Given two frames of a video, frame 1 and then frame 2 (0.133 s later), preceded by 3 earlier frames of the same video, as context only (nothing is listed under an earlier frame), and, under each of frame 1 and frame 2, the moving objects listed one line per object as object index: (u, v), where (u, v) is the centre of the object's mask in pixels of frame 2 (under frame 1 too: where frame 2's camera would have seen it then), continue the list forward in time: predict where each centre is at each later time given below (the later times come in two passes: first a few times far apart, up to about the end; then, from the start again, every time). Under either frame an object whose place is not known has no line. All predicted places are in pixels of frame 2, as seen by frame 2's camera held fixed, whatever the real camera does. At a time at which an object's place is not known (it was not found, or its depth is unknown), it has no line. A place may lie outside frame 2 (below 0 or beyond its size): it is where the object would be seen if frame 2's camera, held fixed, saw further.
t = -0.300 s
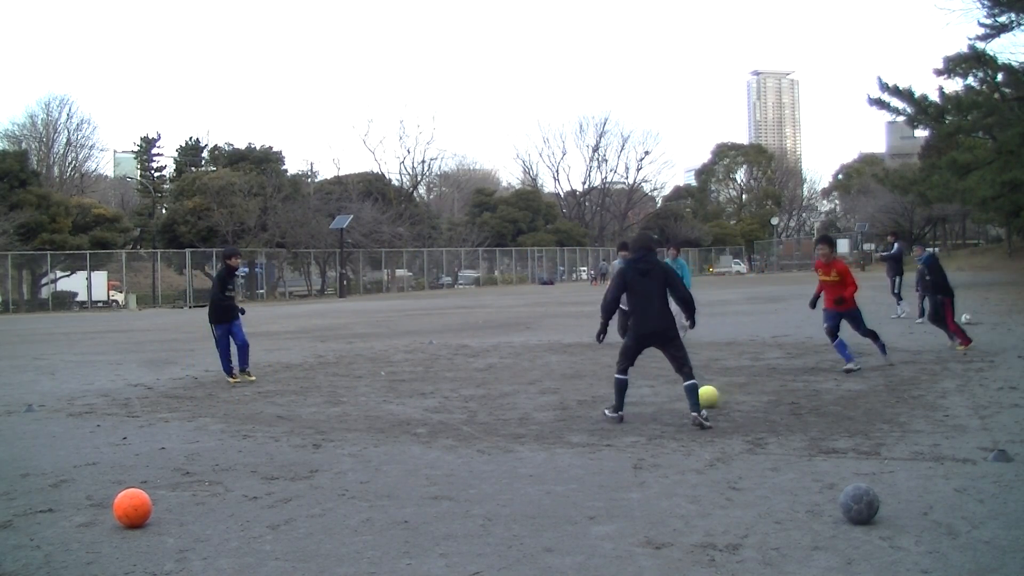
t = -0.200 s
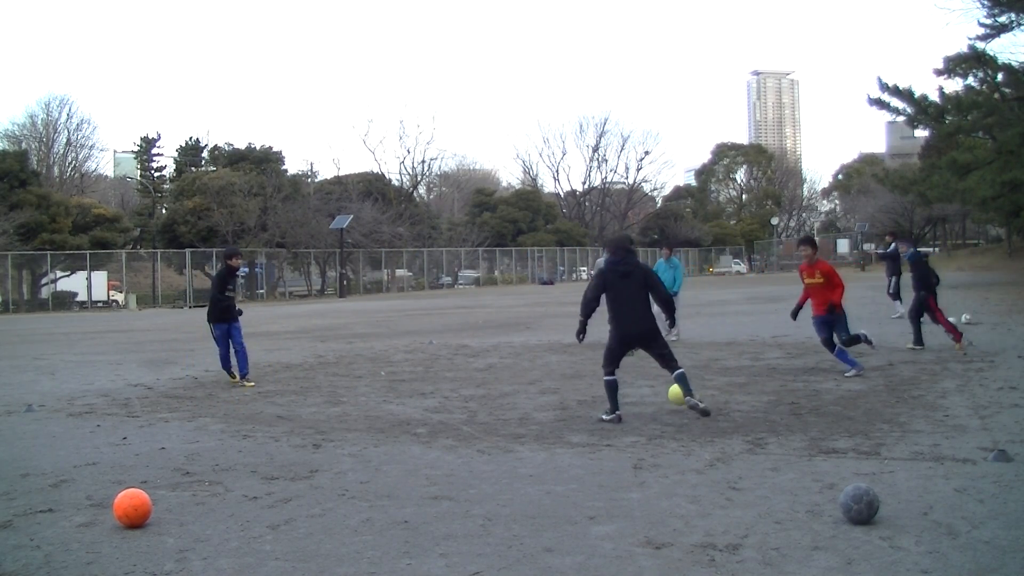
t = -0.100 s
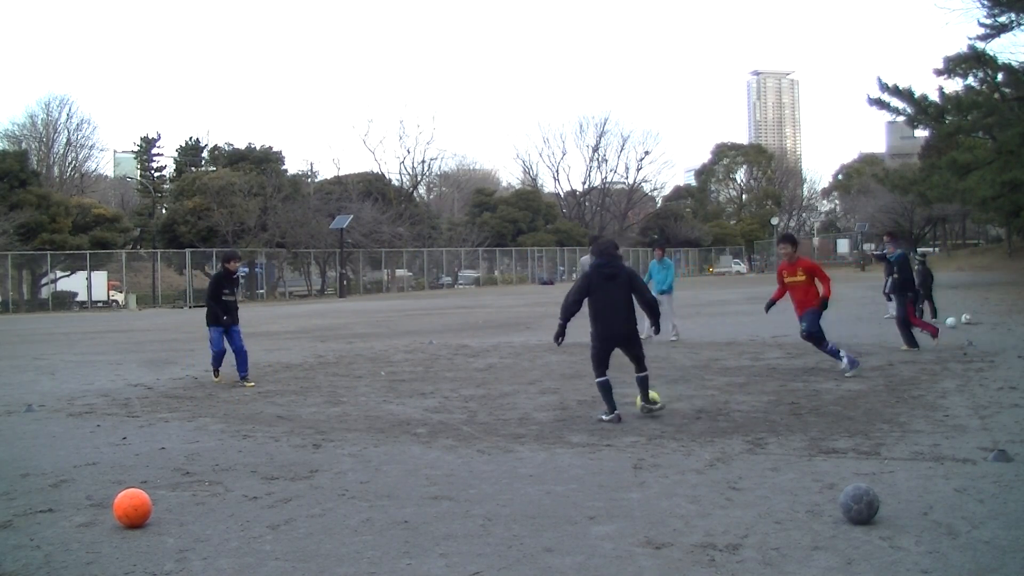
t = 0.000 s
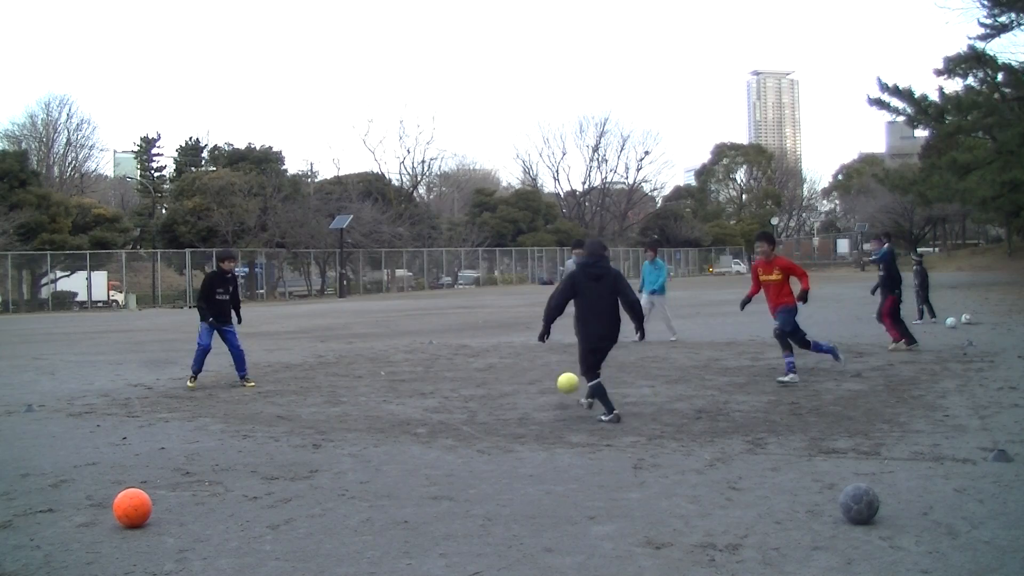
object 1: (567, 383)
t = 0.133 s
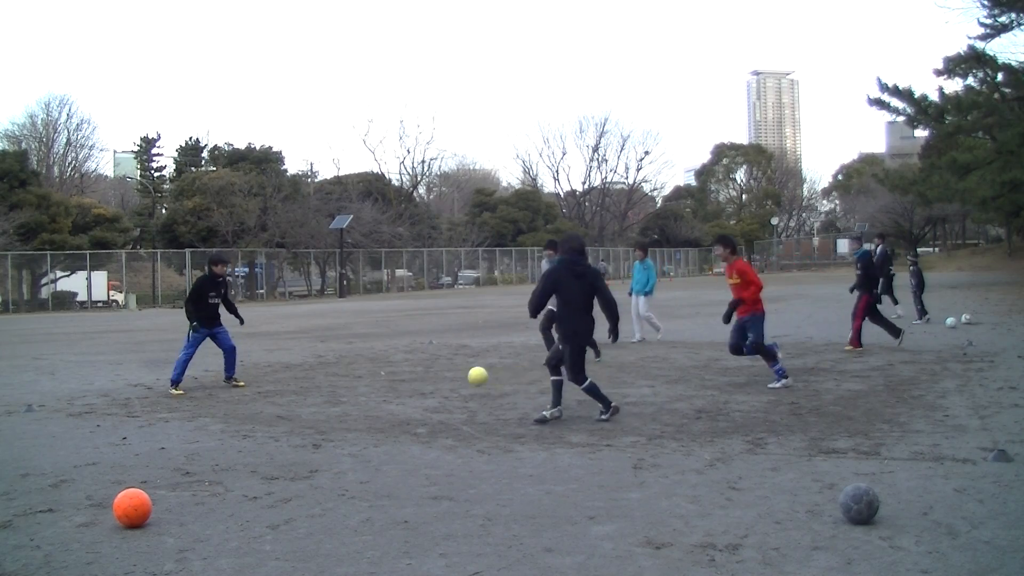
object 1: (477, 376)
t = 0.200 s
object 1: (438, 380)
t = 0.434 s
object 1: (338, 369)
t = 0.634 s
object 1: (277, 362)
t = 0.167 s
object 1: (457, 377)
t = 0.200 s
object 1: (438, 380)
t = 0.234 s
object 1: (421, 379)
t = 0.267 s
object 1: (405, 376)
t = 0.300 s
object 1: (391, 374)
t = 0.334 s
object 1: (376, 374)
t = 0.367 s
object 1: (362, 373)
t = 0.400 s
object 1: (350, 372)
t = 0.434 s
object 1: (338, 369)
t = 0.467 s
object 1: (326, 369)
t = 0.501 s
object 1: (315, 368)
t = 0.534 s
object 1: (305, 366)
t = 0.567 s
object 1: (295, 364)
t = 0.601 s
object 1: (286, 362)
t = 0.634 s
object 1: (277, 362)
